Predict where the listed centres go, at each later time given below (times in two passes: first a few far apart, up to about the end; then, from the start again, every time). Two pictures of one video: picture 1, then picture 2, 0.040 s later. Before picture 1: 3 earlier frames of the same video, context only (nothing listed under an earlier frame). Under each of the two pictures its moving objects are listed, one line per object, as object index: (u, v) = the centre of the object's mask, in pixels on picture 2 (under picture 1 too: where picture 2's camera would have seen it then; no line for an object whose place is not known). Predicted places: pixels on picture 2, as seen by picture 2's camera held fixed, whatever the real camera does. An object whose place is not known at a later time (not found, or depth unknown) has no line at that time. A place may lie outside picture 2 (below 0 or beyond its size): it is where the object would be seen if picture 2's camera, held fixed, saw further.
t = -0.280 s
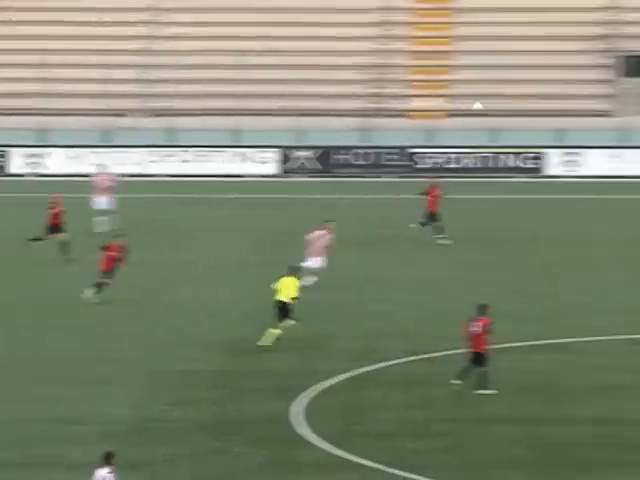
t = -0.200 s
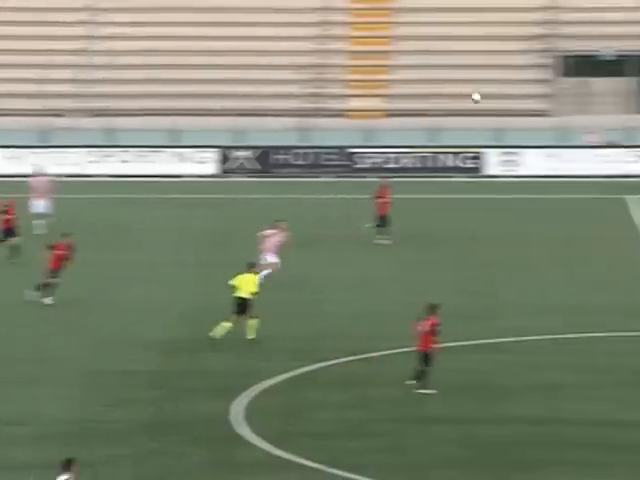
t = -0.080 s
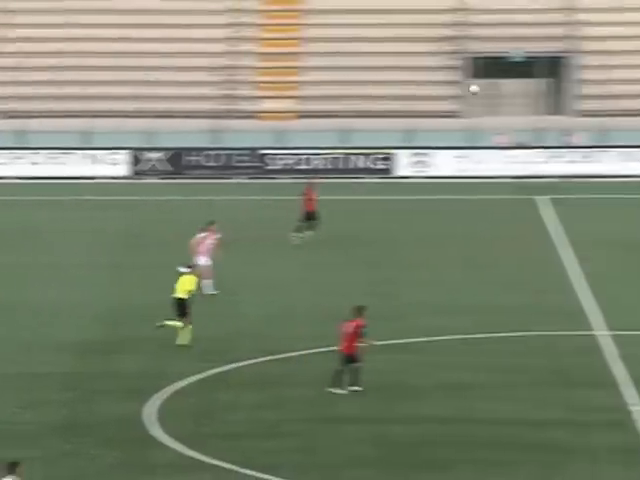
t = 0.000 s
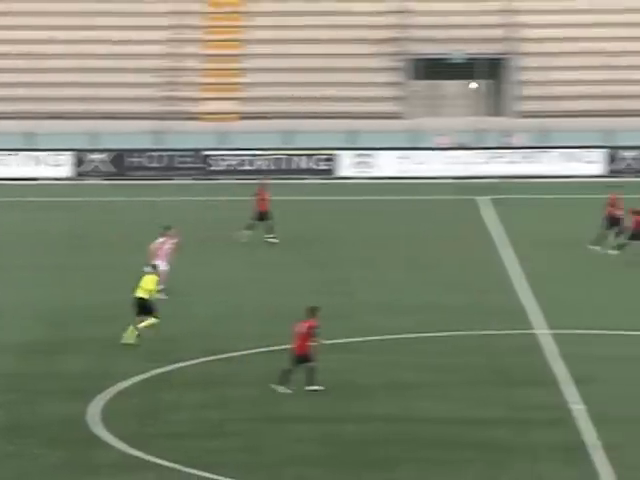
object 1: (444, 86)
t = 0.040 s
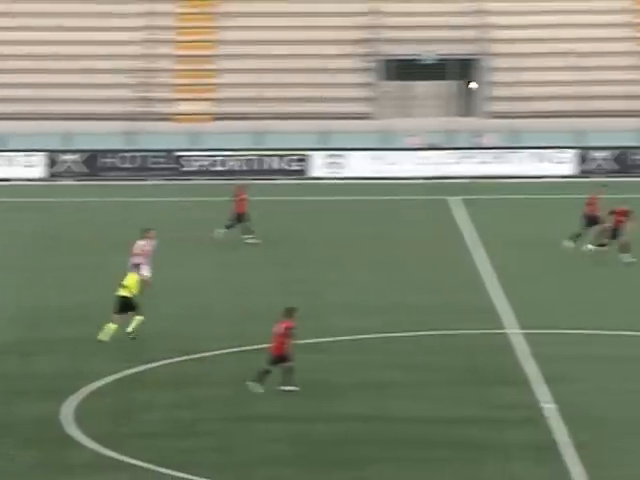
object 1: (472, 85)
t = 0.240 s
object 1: (615, 88)
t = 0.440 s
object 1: (757, 103)
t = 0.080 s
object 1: (501, 86)
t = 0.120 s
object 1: (529, 86)
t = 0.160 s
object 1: (557, 86)
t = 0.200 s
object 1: (586, 87)
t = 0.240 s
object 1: (615, 88)
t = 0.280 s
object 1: (643, 90)
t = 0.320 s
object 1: (672, 93)
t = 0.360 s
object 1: (700, 96)
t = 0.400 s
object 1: (727, 101)
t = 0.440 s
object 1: (757, 103)
